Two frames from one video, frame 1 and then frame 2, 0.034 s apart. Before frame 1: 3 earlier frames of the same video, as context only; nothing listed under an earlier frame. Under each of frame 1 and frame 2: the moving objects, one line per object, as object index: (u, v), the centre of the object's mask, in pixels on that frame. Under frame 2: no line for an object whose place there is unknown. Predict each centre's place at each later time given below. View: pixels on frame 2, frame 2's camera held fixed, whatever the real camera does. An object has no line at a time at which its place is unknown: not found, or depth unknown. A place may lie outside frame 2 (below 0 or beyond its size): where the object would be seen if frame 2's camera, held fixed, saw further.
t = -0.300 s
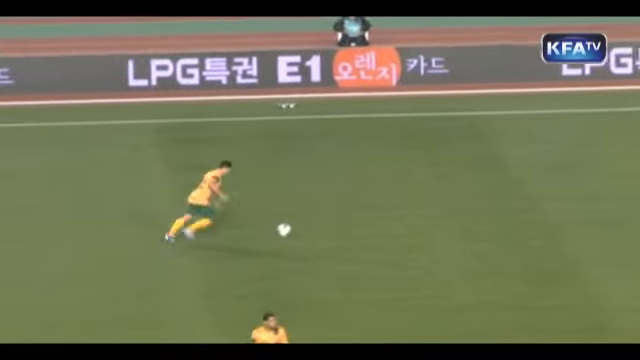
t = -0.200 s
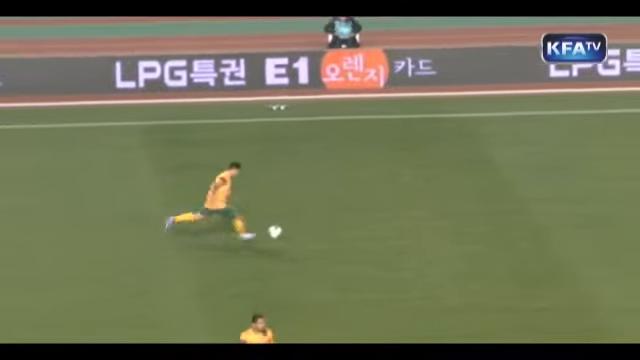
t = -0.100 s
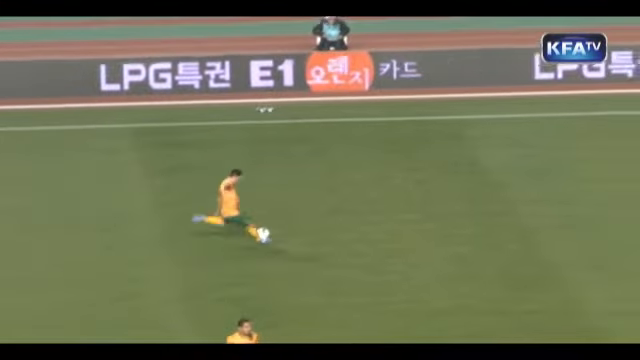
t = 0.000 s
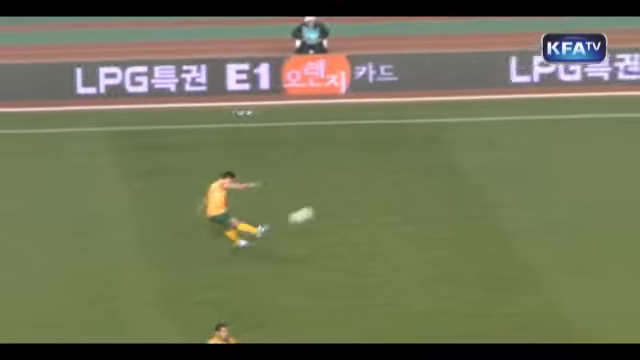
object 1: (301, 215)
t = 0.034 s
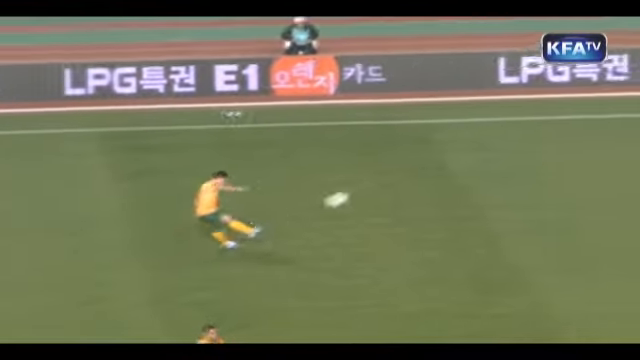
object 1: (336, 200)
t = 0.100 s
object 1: (429, 167)
